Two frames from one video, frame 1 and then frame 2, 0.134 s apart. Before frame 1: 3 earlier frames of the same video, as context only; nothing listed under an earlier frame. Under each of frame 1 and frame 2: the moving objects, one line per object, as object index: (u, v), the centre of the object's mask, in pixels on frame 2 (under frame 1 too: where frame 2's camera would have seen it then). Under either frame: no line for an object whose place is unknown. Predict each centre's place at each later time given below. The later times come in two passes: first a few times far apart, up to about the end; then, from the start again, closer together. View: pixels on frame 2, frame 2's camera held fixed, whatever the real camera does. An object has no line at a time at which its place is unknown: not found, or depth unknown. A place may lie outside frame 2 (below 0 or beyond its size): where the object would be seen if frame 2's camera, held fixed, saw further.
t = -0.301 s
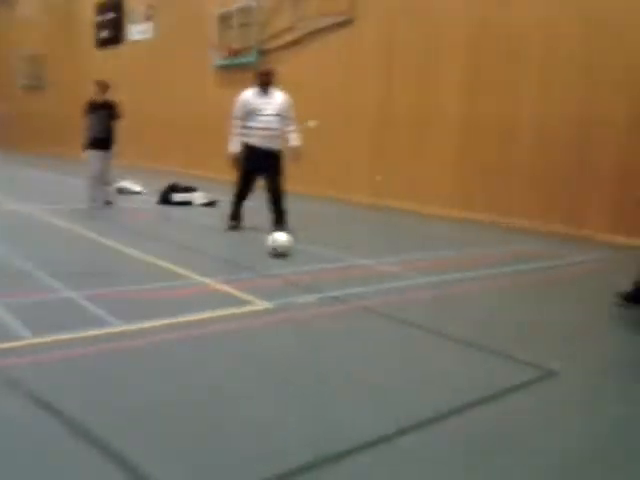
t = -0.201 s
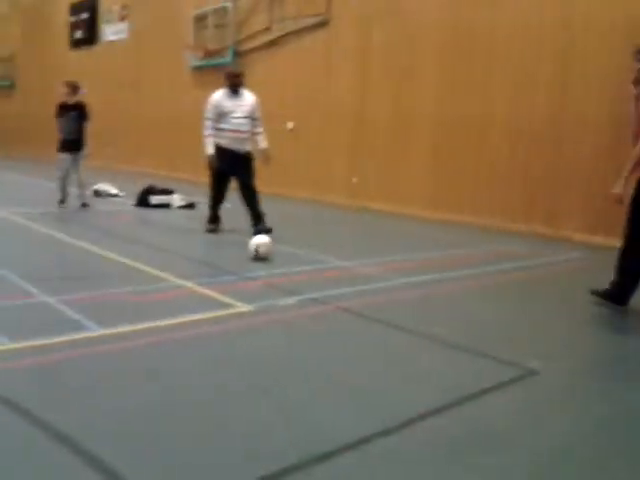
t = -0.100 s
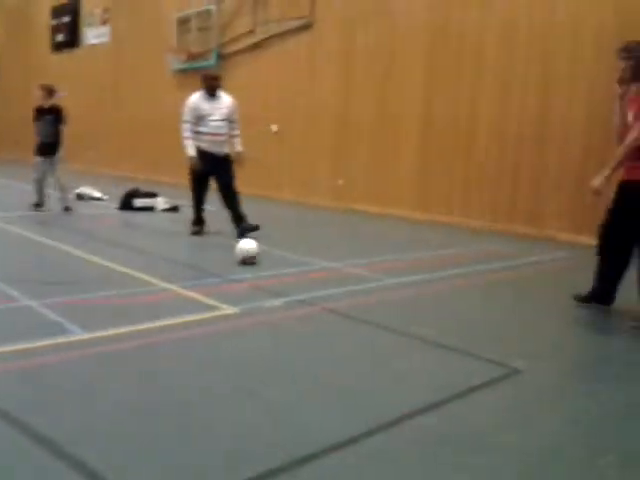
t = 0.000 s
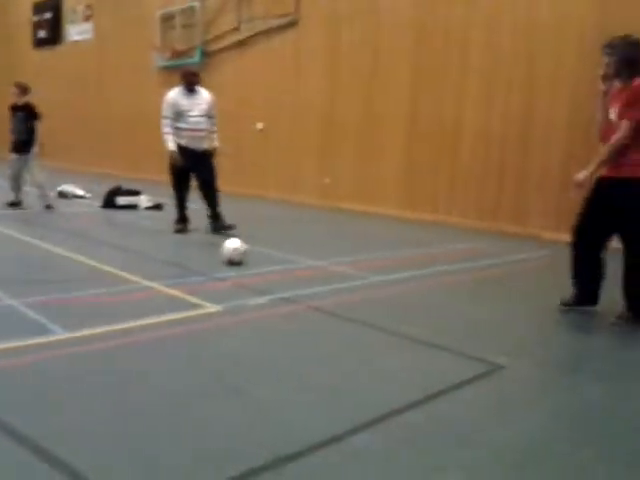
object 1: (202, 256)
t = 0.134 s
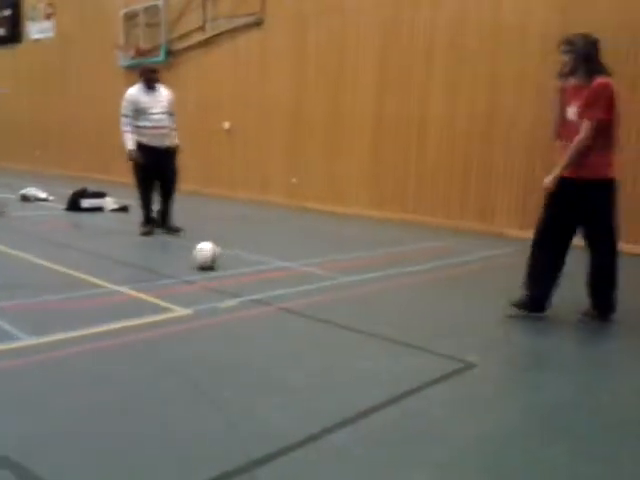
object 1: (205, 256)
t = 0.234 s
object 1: (204, 260)
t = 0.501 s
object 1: (213, 265)
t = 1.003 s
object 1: (226, 277)
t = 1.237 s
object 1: (235, 283)
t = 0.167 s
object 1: (205, 257)
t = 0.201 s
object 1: (205, 259)
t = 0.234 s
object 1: (204, 260)
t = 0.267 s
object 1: (206, 260)
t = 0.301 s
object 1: (208, 260)
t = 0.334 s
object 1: (209, 261)
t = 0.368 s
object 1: (209, 262)
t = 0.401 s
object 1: (212, 263)
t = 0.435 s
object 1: (213, 263)
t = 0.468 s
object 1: (213, 263)
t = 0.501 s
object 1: (213, 265)
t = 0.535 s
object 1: (215, 266)
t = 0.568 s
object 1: (216, 266)
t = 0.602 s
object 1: (216, 267)
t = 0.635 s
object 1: (217, 268)
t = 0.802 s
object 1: (219, 272)
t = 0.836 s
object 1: (222, 272)
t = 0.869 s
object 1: (222, 273)
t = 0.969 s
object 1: (224, 276)
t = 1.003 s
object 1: (226, 277)
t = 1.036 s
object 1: (229, 277)
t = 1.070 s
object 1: (232, 277)
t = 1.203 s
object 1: (235, 282)
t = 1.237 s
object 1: (235, 283)
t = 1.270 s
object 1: (236, 284)
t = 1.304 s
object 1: (239, 283)
